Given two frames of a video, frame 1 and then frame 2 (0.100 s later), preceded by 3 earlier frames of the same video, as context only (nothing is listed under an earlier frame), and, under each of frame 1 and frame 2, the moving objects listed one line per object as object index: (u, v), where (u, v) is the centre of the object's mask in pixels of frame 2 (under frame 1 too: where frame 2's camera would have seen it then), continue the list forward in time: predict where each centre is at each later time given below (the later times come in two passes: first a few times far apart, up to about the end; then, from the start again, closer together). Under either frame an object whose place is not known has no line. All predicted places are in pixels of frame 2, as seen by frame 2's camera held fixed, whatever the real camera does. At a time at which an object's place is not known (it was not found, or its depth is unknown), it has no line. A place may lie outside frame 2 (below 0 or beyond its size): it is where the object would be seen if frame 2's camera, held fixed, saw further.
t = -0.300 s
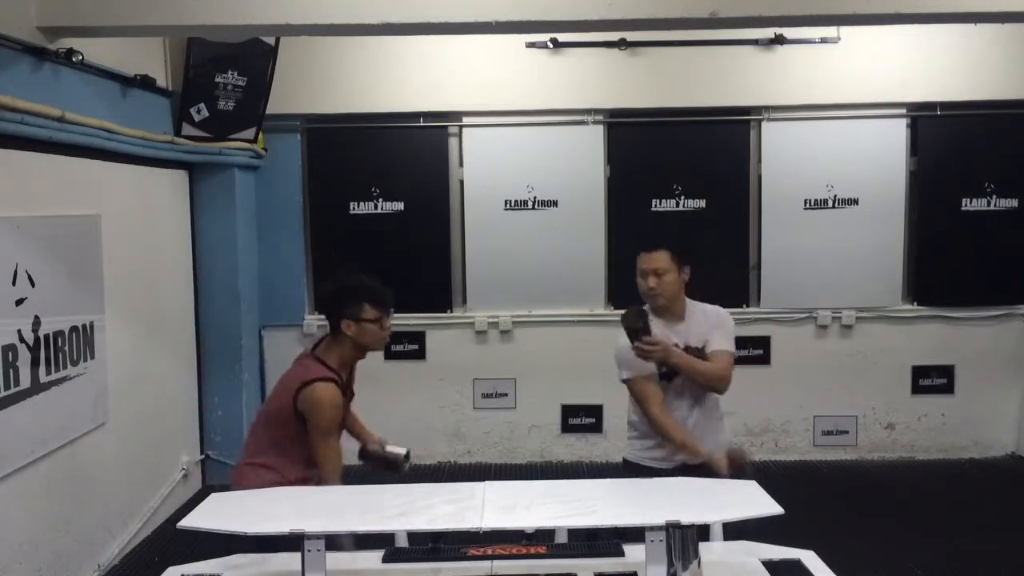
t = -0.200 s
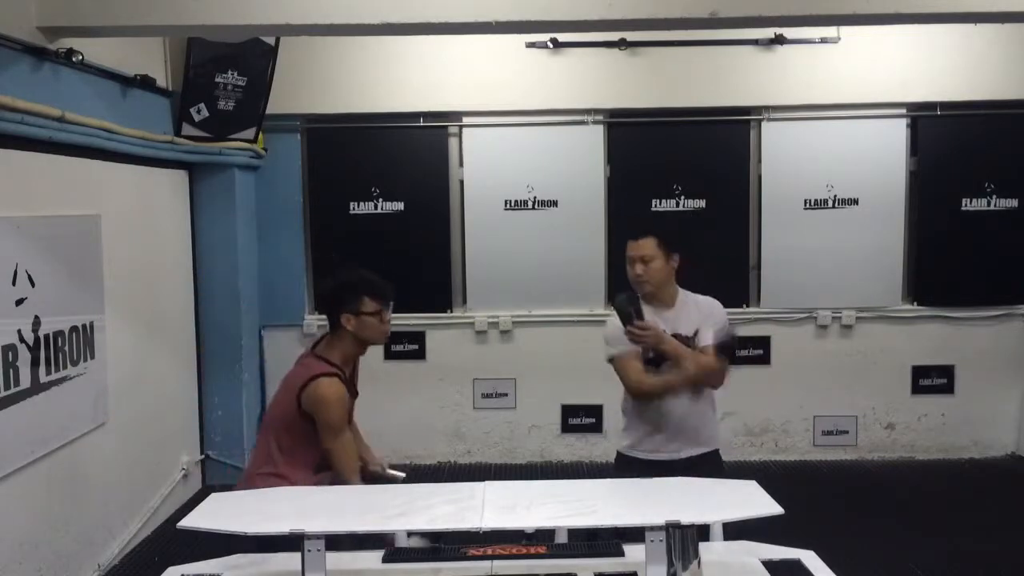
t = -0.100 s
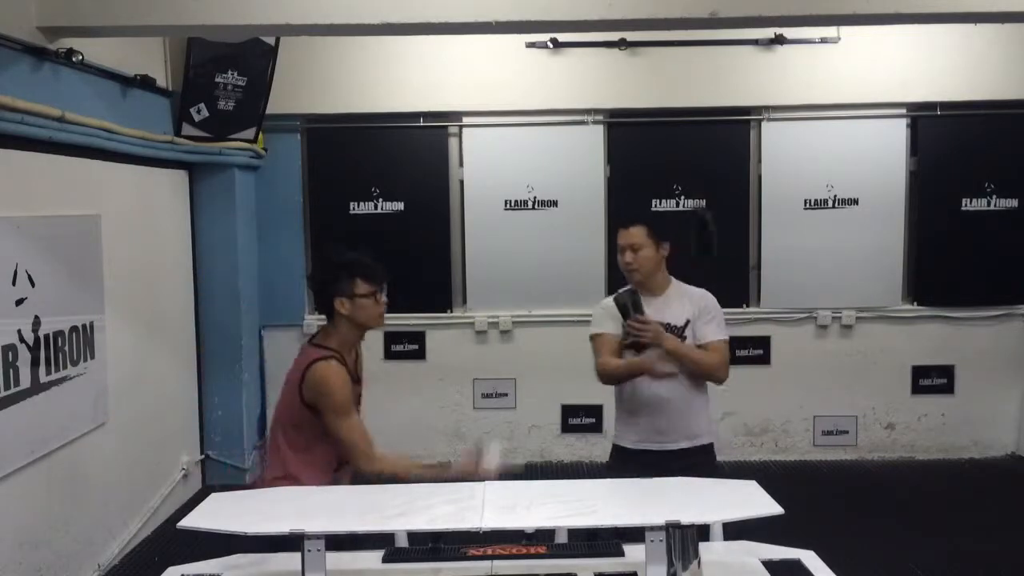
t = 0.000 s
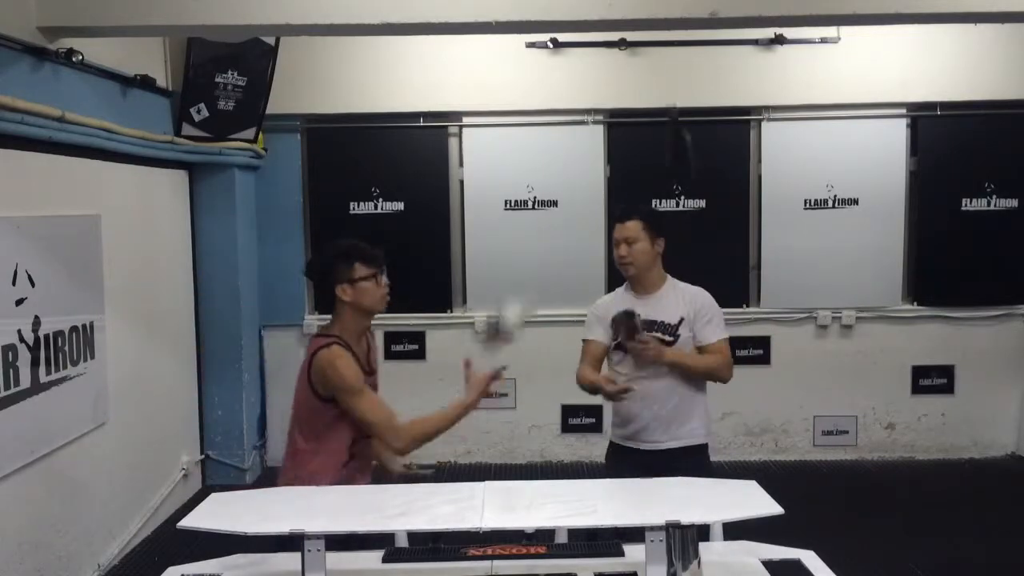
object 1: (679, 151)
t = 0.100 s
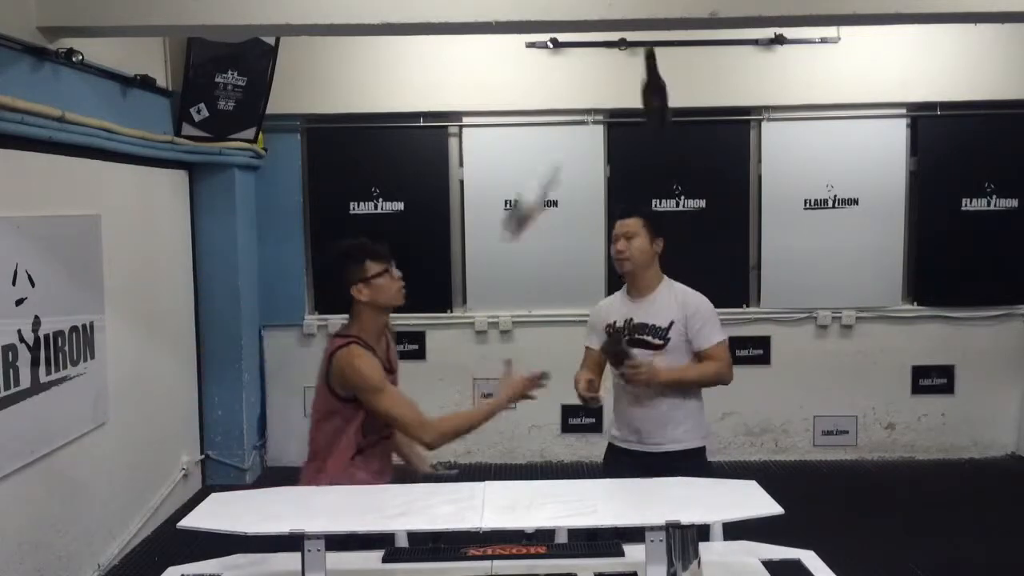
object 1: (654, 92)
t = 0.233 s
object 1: (622, 72)
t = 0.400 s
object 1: (582, 124)
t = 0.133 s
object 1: (647, 85)
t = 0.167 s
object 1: (639, 76)
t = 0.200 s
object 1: (630, 73)
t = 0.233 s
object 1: (622, 72)
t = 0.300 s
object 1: (606, 82)
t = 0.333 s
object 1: (599, 92)
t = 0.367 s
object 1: (591, 106)
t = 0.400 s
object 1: (582, 124)
